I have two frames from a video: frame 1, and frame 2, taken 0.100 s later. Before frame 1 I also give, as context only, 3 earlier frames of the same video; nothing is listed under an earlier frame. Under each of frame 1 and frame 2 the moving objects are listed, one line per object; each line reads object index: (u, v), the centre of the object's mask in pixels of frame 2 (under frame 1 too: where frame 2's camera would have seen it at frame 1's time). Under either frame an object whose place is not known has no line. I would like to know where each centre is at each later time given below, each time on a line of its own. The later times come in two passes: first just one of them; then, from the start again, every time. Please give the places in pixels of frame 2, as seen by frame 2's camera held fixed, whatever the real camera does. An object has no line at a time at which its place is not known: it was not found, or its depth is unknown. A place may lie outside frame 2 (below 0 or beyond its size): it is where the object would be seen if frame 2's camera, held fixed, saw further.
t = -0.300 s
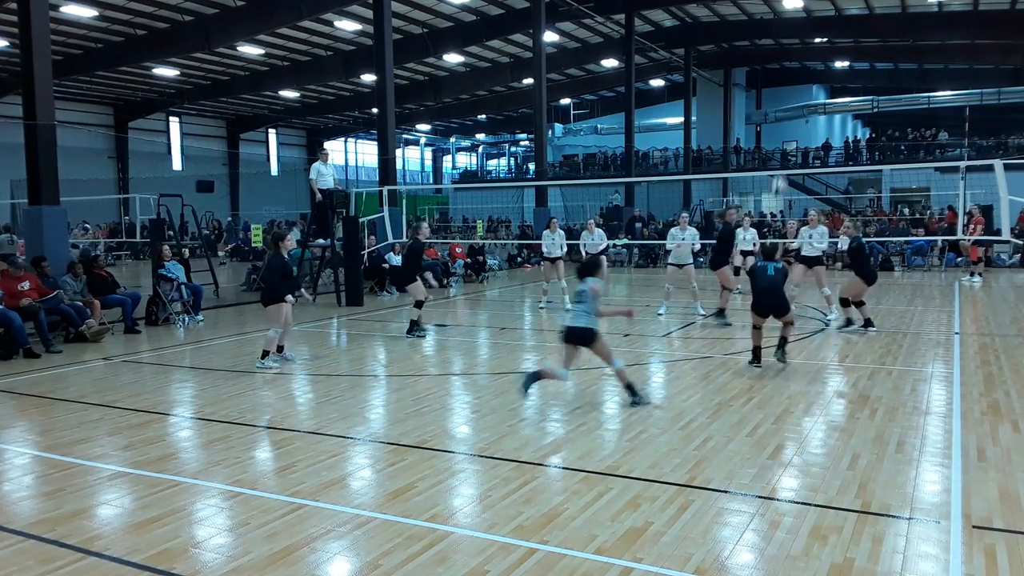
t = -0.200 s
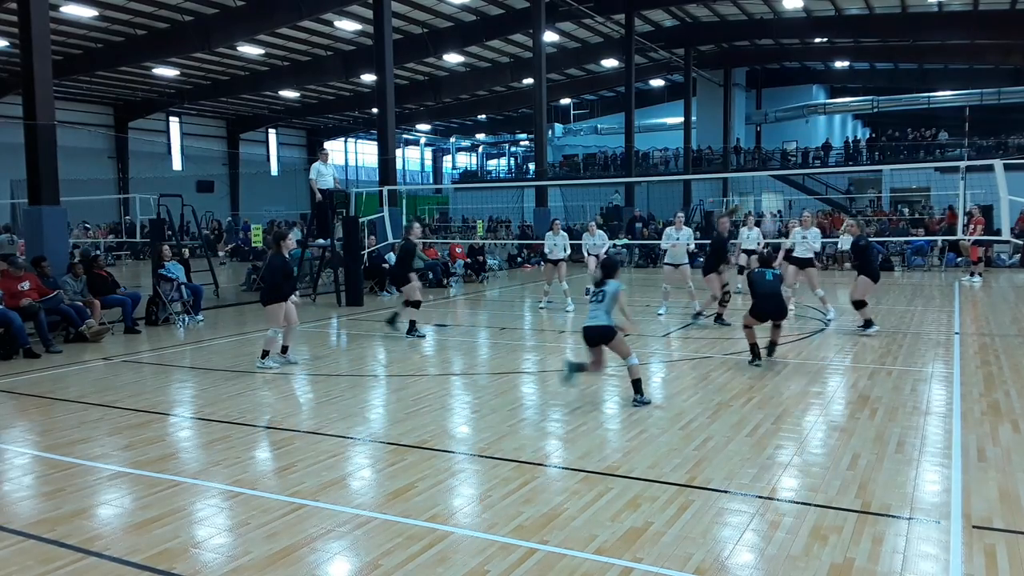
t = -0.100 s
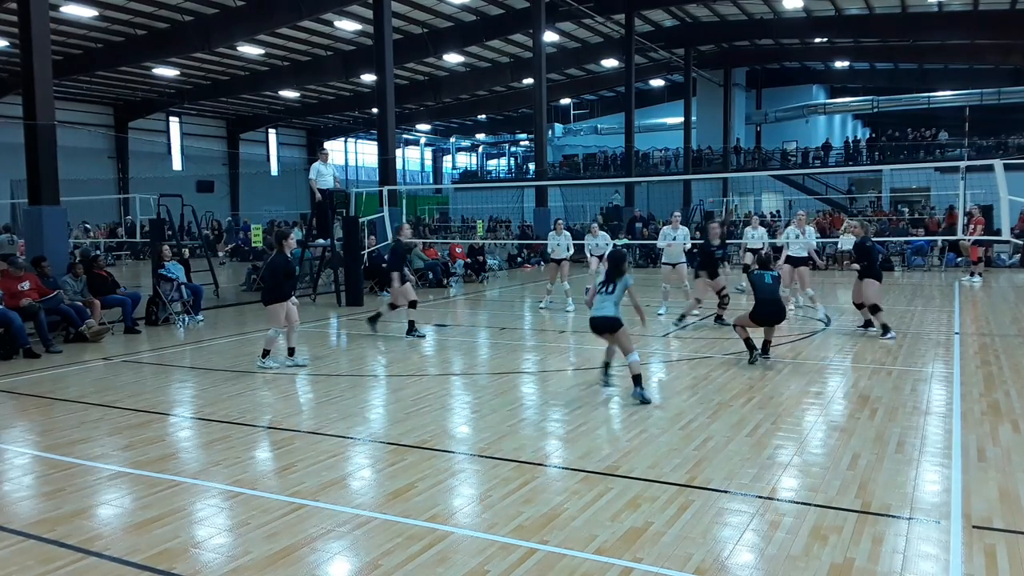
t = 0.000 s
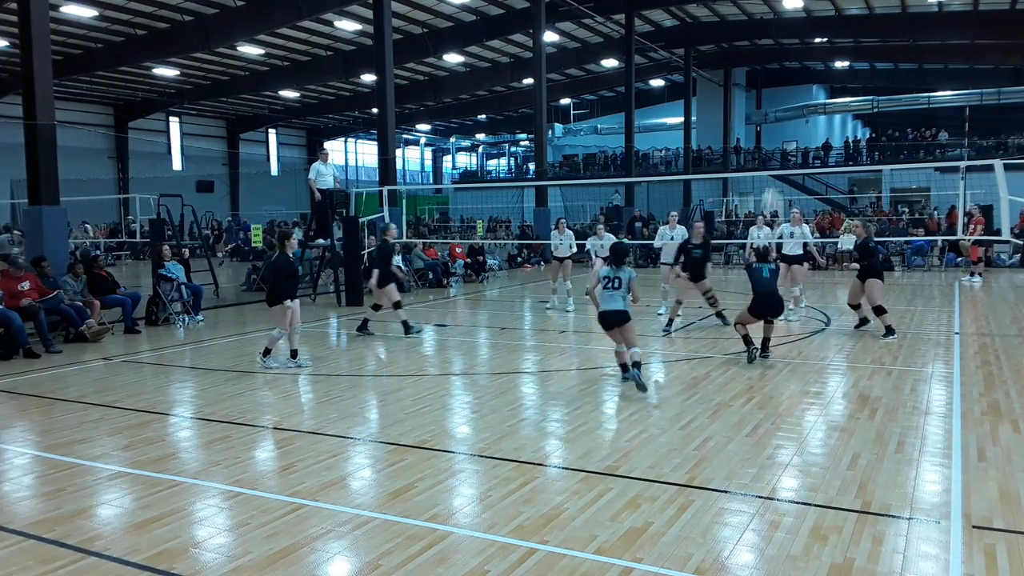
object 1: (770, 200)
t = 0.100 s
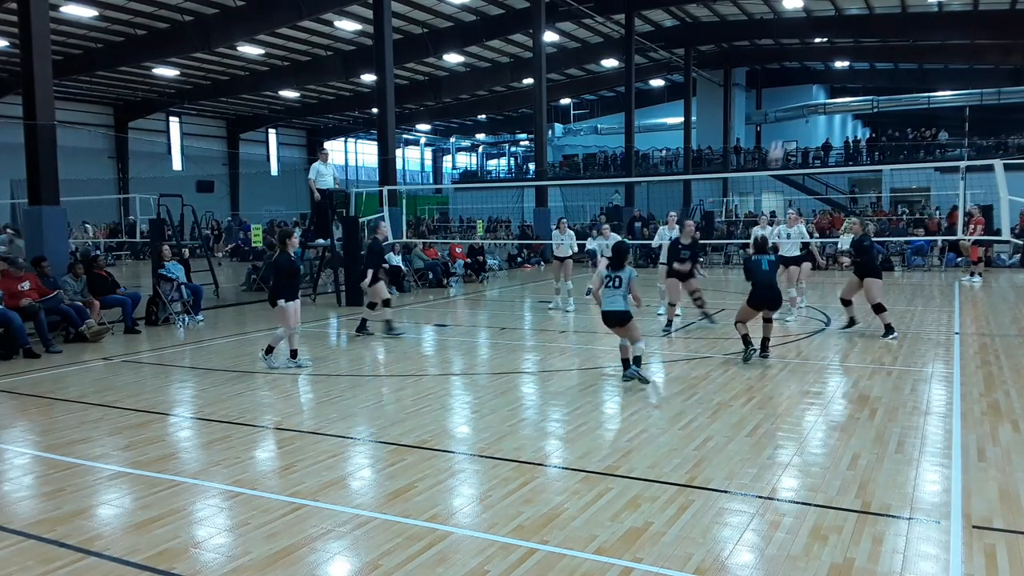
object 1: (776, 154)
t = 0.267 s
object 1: (789, 92)
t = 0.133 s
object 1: (779, 137)
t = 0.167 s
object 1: (782, 126)
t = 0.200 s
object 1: (784, 114)
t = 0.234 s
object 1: (786, 102)
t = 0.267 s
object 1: (789, 92)
